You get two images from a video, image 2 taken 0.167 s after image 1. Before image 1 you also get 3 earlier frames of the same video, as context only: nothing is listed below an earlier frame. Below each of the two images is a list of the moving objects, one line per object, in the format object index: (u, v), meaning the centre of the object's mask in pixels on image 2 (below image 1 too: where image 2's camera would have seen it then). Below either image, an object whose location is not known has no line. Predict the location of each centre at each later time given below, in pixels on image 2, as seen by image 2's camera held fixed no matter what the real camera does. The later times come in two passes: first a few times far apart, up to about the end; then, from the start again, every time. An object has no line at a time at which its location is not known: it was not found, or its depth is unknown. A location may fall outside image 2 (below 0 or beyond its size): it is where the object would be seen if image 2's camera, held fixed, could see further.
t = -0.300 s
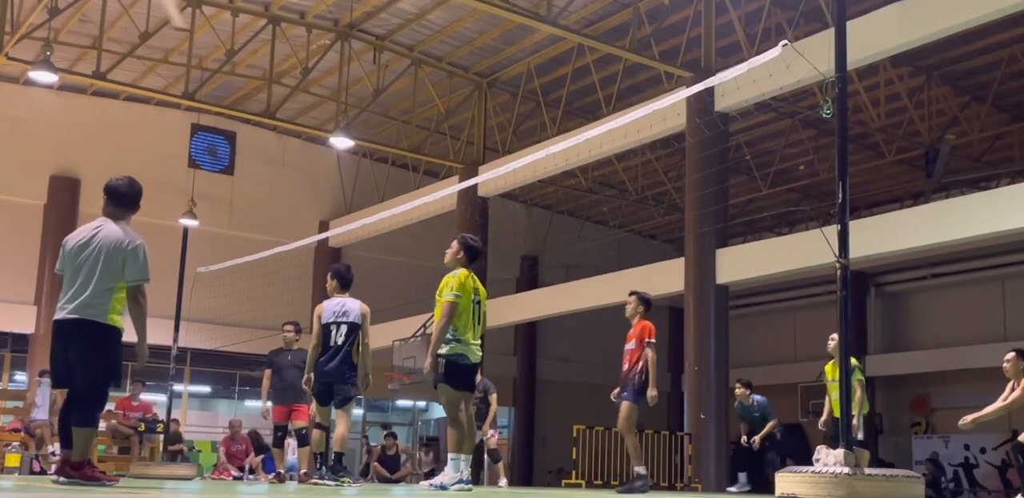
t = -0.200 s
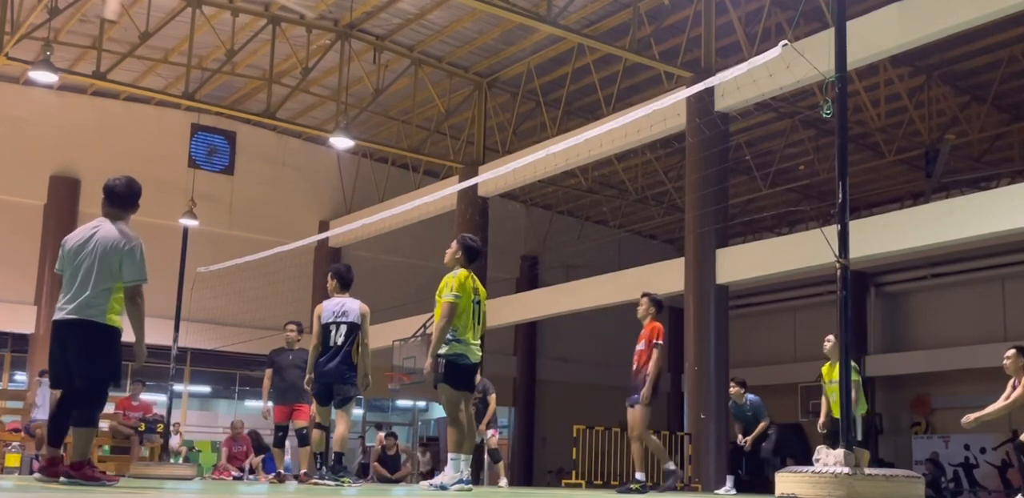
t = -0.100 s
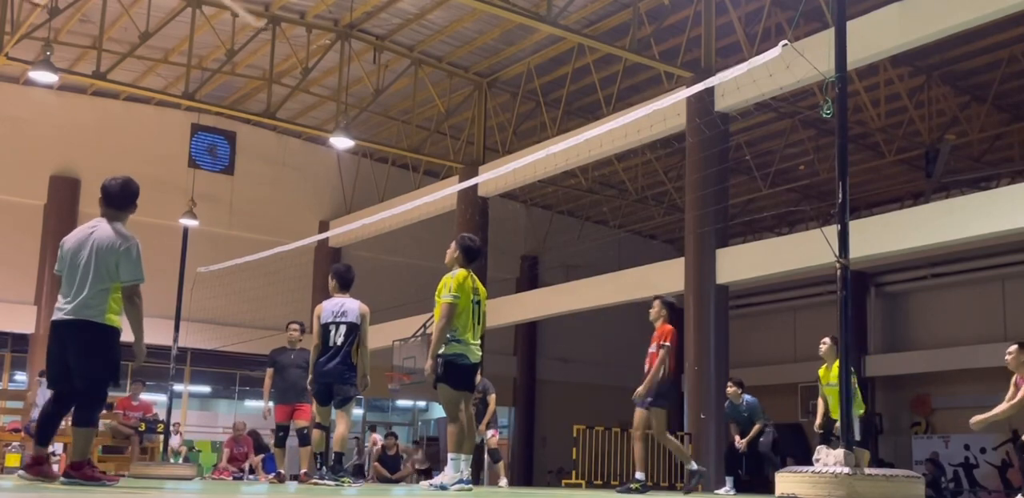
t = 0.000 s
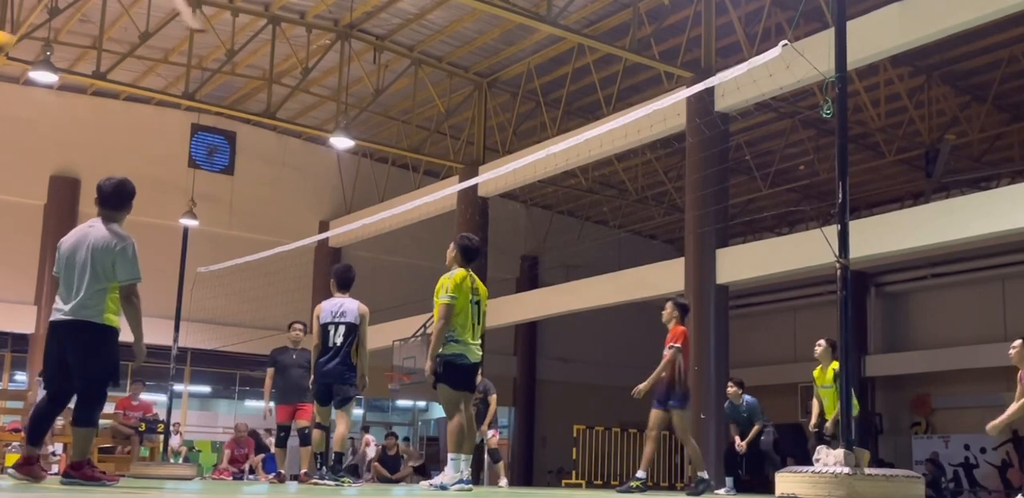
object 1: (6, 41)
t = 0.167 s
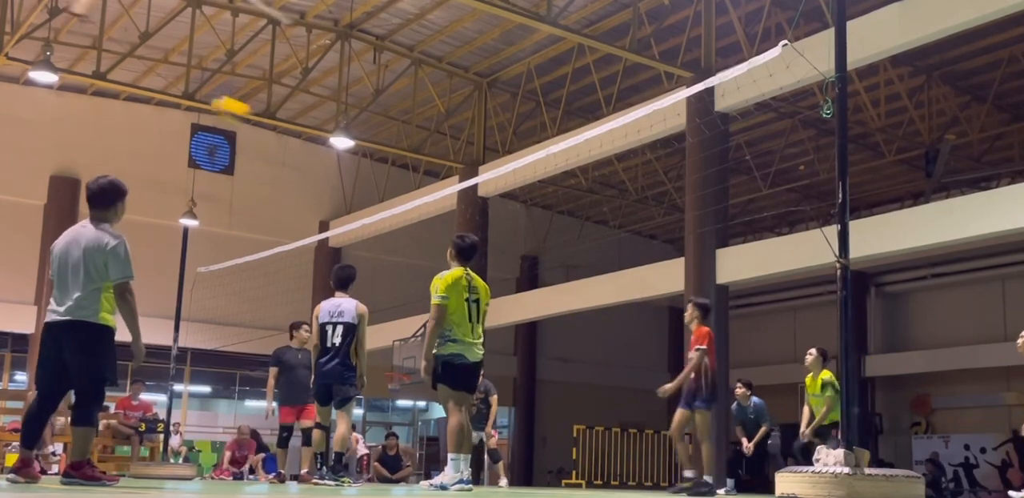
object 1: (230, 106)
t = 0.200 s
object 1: (272, 123)
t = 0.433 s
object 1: (516, 251)
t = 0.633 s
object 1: (677, 372)
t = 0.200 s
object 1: (272, 123)
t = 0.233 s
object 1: (311, 140)
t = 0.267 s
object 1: (350, 159)
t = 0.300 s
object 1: (386, 177)
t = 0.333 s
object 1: (417, 189)
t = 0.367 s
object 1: (456, 214)
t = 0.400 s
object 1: (486, 232)
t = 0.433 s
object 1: (516, 251)
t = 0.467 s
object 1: (546, 271)
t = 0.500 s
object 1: (572, 289)
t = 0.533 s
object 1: (602, 311)
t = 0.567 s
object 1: (627, 331)
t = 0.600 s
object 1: (654, 352)
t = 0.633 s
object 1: (677, 372)
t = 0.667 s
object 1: (702, 394)
